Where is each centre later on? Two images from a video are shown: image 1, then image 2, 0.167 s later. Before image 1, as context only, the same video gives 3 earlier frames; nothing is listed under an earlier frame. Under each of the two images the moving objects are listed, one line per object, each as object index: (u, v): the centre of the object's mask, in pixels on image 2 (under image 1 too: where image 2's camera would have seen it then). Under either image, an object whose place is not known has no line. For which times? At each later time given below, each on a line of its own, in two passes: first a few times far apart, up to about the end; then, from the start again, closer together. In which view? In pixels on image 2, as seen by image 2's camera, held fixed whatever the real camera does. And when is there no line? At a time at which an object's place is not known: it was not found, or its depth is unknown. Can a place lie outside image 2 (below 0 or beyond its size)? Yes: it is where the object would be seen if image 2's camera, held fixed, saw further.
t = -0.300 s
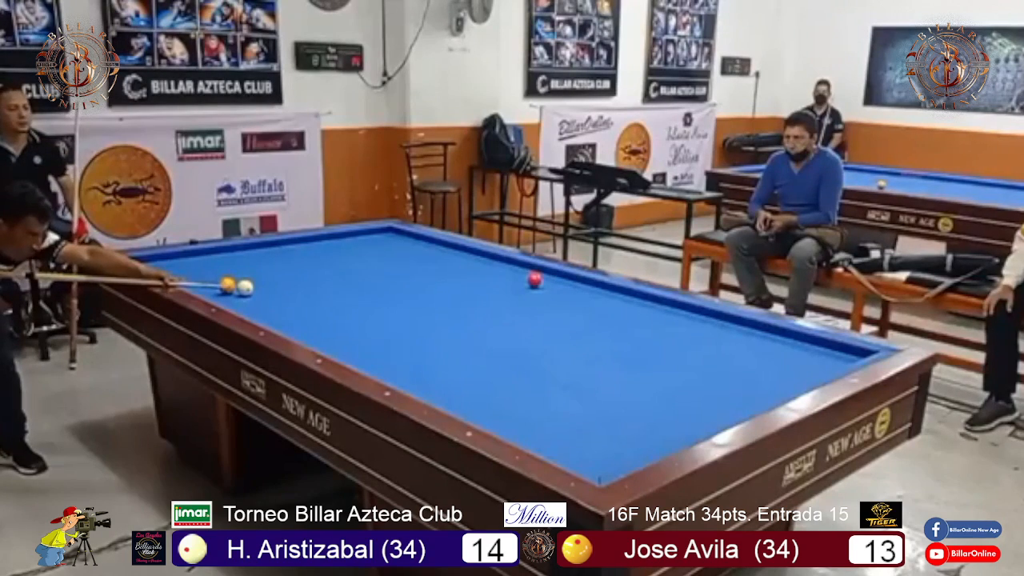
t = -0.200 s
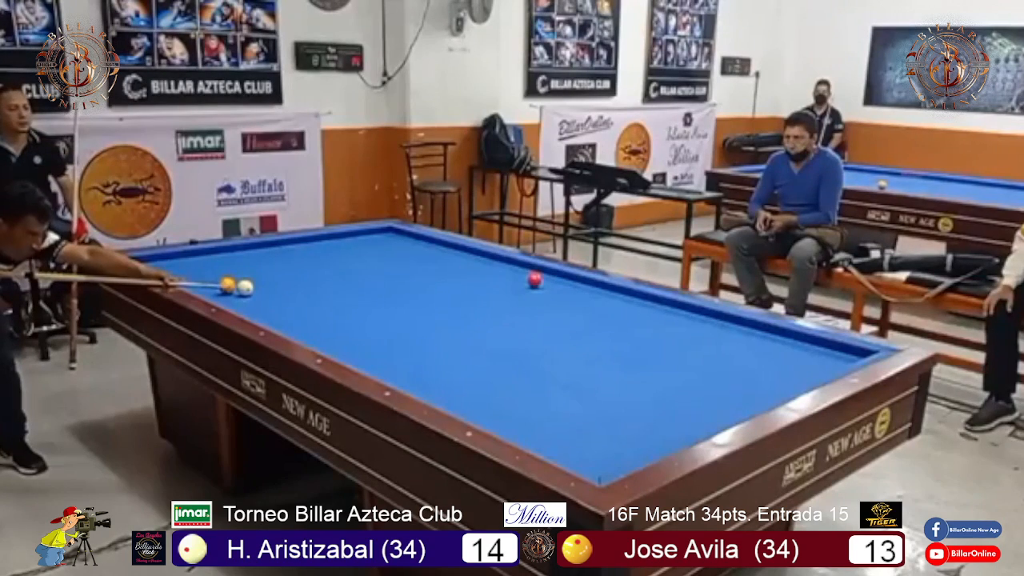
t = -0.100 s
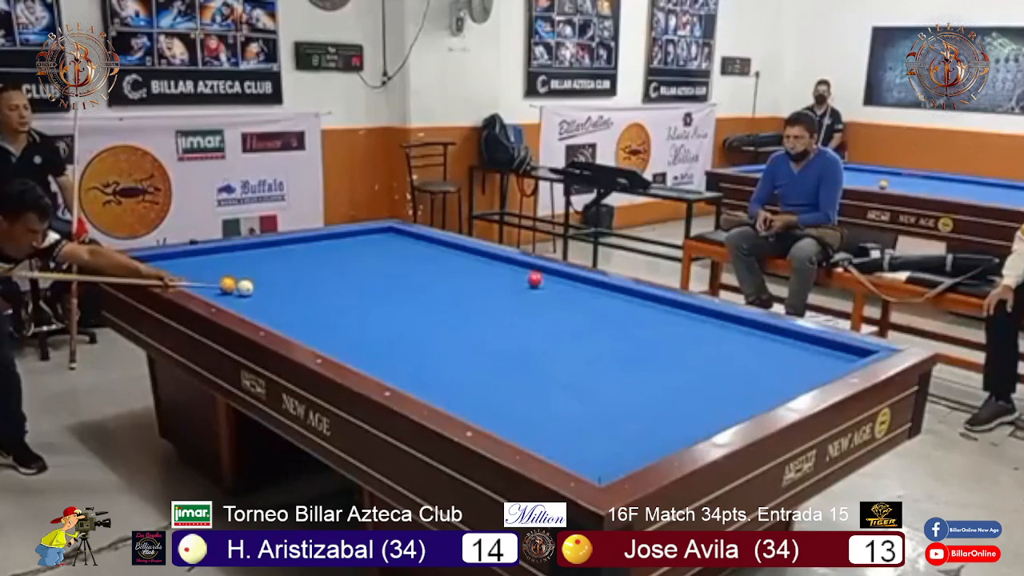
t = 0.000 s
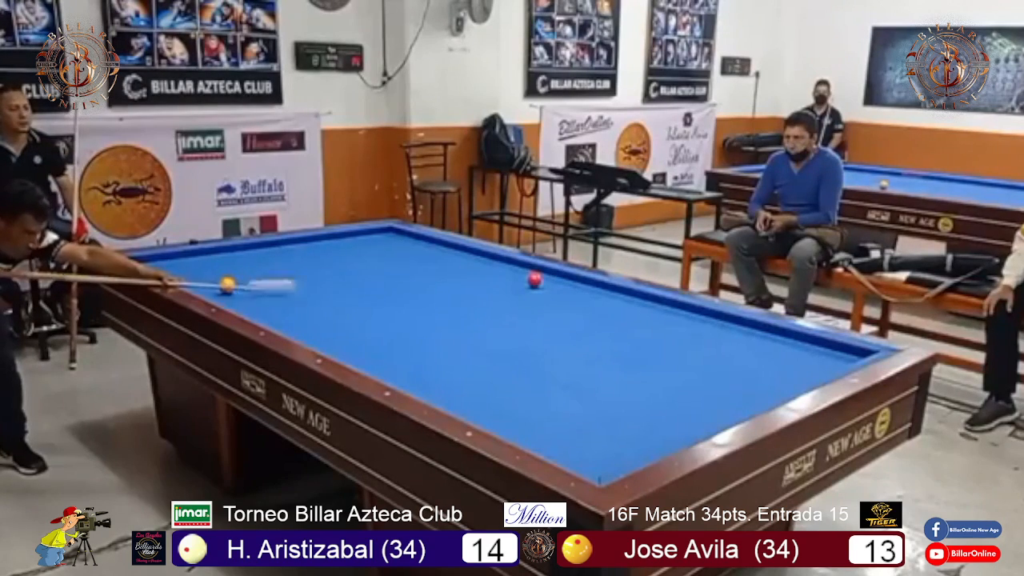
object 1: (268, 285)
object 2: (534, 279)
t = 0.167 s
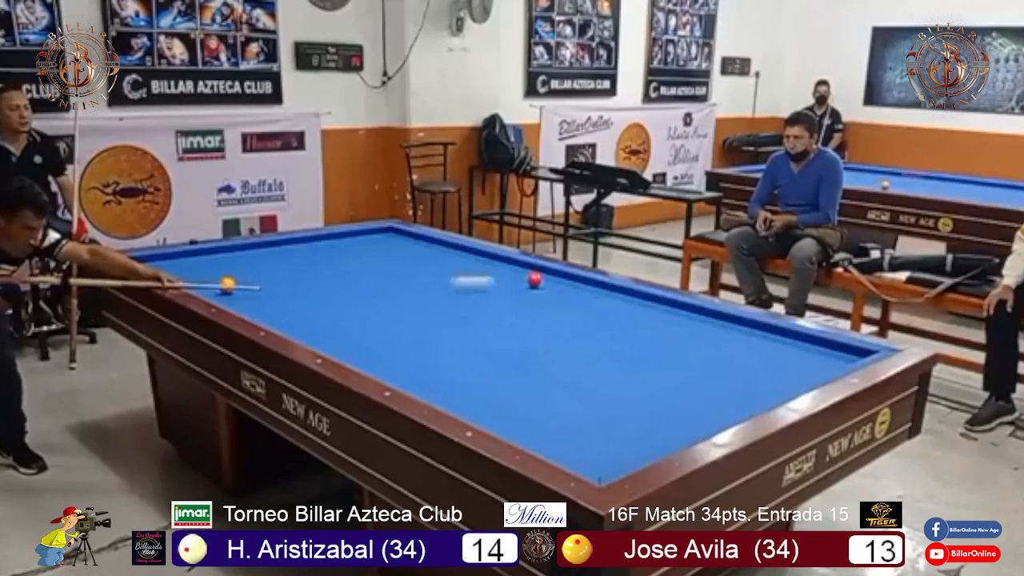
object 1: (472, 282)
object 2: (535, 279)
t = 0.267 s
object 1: (543, 286)
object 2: (564, 274)
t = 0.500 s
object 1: (643, 310)
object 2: (465, 293)
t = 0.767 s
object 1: (785, 339)
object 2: (339, 318)
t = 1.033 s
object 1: (798, 342)
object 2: (350, 315)
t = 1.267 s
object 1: (720, 327)
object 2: (411, 302)
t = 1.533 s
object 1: (652, 315)
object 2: (468, 290)
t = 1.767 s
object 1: (600, 305)
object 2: (510, 282)
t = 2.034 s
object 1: (544, 294)
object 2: (555, 272)
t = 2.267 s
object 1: (500, 286)
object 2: (535, 276)
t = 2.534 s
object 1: (453, 278)
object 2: (510, 280)
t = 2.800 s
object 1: (408, 269)
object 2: (483, 285)
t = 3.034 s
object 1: (373, 262)
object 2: (460, 289)
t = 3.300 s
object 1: (334, 255)
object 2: (432, 295)
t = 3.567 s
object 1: (299, 248)
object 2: (404, 299)
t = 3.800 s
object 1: (270, 243)
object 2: (379, 304)
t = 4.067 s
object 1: (279, 246)
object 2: (350, 309)
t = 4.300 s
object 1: (290, 249)
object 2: (325, 314)
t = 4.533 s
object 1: (302, 252)
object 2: (298, 319)
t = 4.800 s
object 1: (314, 256)
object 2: (281, 320)
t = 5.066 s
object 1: (326, 260)
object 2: (295, 319)
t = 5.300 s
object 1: (337, 263)
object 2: (307, 316)
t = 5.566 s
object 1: (349, 267)
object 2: (319, 314)
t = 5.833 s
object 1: (361, 270)
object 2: (330, 311)
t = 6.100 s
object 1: (373, 274)
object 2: (340, 309)
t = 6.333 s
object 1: (384, 278)
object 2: (347, 307)
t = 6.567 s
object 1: (394, 281)
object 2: (354, 306)
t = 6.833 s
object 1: (405, 284)
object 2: (360, 304)
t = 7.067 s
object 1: (416, 287)
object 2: (364, 303)
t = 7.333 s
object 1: (427, 291)
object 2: (369, 302)
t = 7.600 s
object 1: (438, 294)
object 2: (372, 301)
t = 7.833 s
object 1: (447, 297)
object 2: (374, 301)
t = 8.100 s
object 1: (457, 301)
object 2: (376, 300)
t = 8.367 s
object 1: (467, 304)
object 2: (377, 300)
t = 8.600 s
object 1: (475, 307)
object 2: (377, 300)
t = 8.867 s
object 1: (485, 310)
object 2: (378, 300)
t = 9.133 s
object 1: (492, 312)
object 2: (378, 300)
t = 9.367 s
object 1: (499, 315)
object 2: (378, 300)
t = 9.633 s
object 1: (507, 318)
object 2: (378, 300)
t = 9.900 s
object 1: (515, 320)
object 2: (378, 299)
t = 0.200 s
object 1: (510, 281)
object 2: (535, 279)
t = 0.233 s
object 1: (531, 283)
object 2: (547, 275)
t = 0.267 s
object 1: (543, 286)
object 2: (564, 274)
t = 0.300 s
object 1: (556, 290)
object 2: (556, 274)
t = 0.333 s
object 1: (569, 293)
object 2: (540, 278)
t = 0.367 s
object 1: (584, 297)
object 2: (525, 281)
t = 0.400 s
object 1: (597, 301)
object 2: (509, 284)
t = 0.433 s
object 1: (612, 303)
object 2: (496, 286)
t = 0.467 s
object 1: (627, 307)
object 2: (480, 290)
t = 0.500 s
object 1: (643, 310)
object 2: (465, 293)
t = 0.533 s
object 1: (659, 313)
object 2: (450, 296)
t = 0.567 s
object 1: (675, 316)
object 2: (434, 299)
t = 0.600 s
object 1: (692, 320)
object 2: (419, 303)
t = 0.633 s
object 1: (710, 323)
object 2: (403, 305)
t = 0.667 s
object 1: (728, 327)
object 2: (387, 308)
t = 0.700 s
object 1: (747, 332)
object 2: (372, 312)
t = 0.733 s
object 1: (766, 335)
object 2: (356, 314)
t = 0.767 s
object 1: (785, 339)
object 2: (339, 318)
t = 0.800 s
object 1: (804, 342)
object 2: (322, 321)
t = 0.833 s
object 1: (824, 346)
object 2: (305, 324)
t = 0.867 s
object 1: (844, 350)
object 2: (291, 324)
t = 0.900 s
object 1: (857, 352)
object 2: (300, 325)
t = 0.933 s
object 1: (844, 350)
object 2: (314, 322)
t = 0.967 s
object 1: (827, 348)
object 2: (327, 319)
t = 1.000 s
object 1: (812, 344)
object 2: (339, 317)
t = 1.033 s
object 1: (798, 342)
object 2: (350, 315)
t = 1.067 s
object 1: (785, 339)
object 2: (360, 312)
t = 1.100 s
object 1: (771, 337)
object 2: (369, 310)
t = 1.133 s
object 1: (760, 334)
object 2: (379, 308)
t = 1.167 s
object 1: (748, 333)
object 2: (388, 307)
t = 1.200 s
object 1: (738, 331)
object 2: (395, 305)
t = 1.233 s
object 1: (729, 329)
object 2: (403, 304)
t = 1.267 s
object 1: (720, 327)
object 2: (411, 302)
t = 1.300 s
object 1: (710, 326)
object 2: (419, 300)
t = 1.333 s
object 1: (702, 324)
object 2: (426, 299)
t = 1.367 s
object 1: (693, 322)
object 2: (434, 298)
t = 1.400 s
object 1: (685, 321)
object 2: (440, 296)
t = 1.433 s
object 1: (677, 319)
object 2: (447, 295)
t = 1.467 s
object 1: (668, 317)
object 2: (454, 294)
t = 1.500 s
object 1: (660, 317)
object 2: (461, 292)
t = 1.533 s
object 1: (652, 315)
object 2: (468, 290)
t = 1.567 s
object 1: (645, 313)
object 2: (474, 289)
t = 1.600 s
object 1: (637, 312)
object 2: (480, 288)
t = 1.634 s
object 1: (630, 310)
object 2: (486, 287)
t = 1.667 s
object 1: (622, 309)
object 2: (493, 285)
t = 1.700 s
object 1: (614, 308)
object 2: (498, 284)
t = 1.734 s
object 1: (608, 306)
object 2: (504, 283)
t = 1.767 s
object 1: (600, 305)
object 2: (510, 282)
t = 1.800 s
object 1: (593, 303)
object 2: (516, 281)
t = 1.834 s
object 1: (586, 302)
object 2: (521, 279)
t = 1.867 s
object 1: (579, 301)
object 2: (527, 278)
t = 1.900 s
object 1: (572, 300)
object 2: (532, 277)
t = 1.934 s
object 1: (565, 298)
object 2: (538, 276)
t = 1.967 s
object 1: (558, 297)
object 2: (544, 274)
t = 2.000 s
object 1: (551, 296)
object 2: (550, 273)
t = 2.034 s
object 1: (544, 294)
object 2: (555, 272)
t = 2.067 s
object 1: (538, 293)
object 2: (556, 271)
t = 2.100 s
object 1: (531, 291)
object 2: (553, 272)
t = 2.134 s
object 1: (525, 291)
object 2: (549, 273)
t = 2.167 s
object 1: (519, 289)
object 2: (545, 274)
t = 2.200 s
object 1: (512, 289)
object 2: (542, 274)
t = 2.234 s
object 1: (506, 287)
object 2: (538, 275)
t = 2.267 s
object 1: (500, 286)
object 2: (535, 276)
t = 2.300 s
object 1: (494, 285)
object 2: (532, 276)
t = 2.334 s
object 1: (488, 284)
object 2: (529, 276)
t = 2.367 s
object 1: (482, 283)
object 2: (526, 277)
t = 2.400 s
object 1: (476, 282)
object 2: (522, 277)
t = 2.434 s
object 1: (470, 280)
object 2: (520, 278)
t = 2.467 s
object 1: (464, 279)
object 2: (516, 279)
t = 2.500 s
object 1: (459, 279)
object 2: (513, 279)
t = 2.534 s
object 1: (453, 278)
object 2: (510, 280)
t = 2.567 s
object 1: (447, 276)
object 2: (507, 281)
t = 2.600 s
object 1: (441, 275)
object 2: (503, 281)
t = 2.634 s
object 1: (436, 274)
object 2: (500, 282)
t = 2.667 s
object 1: (430, 273)
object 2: (497, 282)
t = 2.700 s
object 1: (425, 272)
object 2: (493, 283)
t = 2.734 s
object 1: (419, 271)
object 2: (490, 284)
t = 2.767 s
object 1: (413, 270)
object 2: (487, 284)
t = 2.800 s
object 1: (408, 269)
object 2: (483, 285)
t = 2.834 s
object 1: (403, 268)
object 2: (480, 286)
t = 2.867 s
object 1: (398, 267)
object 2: (477, 287)
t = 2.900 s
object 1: (393, 266)
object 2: (474, 287)
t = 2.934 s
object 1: (388, 265)
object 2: (470, 287)
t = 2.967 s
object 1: (383, 264)
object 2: (467, 288)
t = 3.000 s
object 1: (378, 263)
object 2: (464, 289)
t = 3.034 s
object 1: (373, 262)
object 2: (460, 289)
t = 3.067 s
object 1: (368, 261)
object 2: (457, 290)
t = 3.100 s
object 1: (363, 260)
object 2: (453, 291)
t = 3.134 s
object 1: (358, 259)
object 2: (450, 291)
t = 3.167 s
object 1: (354, 258)
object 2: (447, 292)
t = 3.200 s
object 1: (349, 257)
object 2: (443, 292)
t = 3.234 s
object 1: (344, 257)
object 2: (439, 293)
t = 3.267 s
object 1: (339, 256)
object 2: (436, 294)
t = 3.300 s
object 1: (334, 255)
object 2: (432, 295)
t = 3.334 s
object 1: (330, 254)
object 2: (429, 295)
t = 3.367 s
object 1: (325, 253)
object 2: (425, 296)
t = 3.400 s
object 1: (321, 252)
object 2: (422, 296)
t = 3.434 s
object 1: (316, 251)
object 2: (419, 297)
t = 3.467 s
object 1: (312, 251)
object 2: (415, 298)
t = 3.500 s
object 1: (308, 250)
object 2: (411, 298)
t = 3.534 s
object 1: (304, 249)
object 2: (408, 299)
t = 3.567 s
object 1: (299, 248)
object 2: (404, 299)
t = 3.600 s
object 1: (295, 247)
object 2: (401, 300)
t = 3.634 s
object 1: (290, 247)
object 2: (397, 301)
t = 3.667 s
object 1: (286, 246)
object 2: (394, 302)
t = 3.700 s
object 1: (282, 245)
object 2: (390, 302)
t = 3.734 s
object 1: (278, 244)
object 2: (387, 303)
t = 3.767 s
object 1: (274, 244)
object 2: (383, 304)
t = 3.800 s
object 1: (270, 243)
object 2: (379, 304)
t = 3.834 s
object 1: (267, 242)
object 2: (375, 305)
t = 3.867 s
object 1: (268, 242)
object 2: (372, 306)
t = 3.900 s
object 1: (271, 243)
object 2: (368, 306)
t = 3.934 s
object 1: (273, 244)
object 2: (365, 307)
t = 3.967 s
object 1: (275, 244)
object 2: (361, 307)
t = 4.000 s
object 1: (276, 245)
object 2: (358, 308)
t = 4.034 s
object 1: (278, 245)
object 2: (354, 309)
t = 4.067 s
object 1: (279, 246)
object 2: (350, 309)
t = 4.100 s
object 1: (281, 246)
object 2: (346, 310)
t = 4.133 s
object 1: (283, 247)
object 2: (343, 311)
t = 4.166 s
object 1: (284, 247)
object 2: (339, 311)
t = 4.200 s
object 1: (286, 248)
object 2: (335, 312)
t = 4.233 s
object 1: (287, 248)
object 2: (332, 313)
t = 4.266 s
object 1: (289, 249)
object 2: (328, 313)
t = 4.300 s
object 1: (290, 249)
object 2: (325, 314)
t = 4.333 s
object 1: (292, 250)
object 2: (321, 315)
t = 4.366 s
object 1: (294, 250)
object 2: (317, 315)
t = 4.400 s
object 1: (295, 250)
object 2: (313, 316)
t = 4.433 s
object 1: (297, 251)
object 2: (309, 317)
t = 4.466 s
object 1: (299, 251)
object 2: (305, 317)
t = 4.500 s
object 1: (300, 252)
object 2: (302, 318)
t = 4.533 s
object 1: (302, 252)
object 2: (298, 319)
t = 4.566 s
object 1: (303, 252)
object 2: (294, 320)
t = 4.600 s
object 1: (304, 253)
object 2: (291, 320)
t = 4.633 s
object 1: (306, 253)
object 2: (287, 320)
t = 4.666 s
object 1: (307, 254)
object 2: (284, 320)
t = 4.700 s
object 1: (309, 255)
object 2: (280, 320)
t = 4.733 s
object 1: (311, 255)
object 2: (278, 320)
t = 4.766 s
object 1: (312, 256)
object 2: (279, 320)
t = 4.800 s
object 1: (314, 256)
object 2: (281, 320)
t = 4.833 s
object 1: (316, 256)
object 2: (283, 320)
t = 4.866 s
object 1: (317, 257)
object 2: (285, 320)
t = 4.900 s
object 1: (319, 258)
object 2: (287, 320)
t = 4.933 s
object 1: (320, 258)
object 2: (289, 320)
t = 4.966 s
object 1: (322, 258)
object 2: (290, 320)
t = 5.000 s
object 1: (323, 259)
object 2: (292, 319)
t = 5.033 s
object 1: (324, 259)
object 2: (294, 319)
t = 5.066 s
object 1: (326, 260)
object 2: (295, 319)
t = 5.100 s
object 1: (327, 260)
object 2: (297, 319)
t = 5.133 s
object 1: (329, 261)
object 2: (299, 318)
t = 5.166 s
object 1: (331, 261)
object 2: (301, 318)
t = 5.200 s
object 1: (332, 262)
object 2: (302, 318)
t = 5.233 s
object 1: (334, 262)
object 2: (304, 317)
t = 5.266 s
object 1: (335, 263)
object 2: (306, 317)
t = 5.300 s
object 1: (337, 263)
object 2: (307, 316)
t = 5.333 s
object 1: (338, 264)
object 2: (309, 316)
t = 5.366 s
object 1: (340, 264)
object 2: (310, 316)
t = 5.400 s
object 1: (341, 265)
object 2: (312, 315)
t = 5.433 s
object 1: (343, 265)
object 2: (314, 315)
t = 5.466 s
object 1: (345, 266)
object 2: (315, 315)
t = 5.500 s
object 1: (346, 266)
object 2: (316, 314)
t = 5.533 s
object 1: (348, 267)
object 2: (318, 314)
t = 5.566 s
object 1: (349, 267)
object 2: (319, 314)
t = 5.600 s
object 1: (351, 268)
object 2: (321, 313)
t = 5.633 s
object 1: (352, 268)
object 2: (322, 313)
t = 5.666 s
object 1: (353, 268)
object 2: (323, 312)
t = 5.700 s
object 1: (355, 269)
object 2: (325, 312)
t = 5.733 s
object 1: (357, 269)
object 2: (326, 312)
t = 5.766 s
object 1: (358, 270)
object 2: (328, 311)
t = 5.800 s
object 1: (359, 270)
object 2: (329, 311)
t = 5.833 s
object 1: (361, 270)
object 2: (330, 311)
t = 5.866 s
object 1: (363, 271)
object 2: (331, 311)
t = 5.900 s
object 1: (364, 272)
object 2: (333, 310)
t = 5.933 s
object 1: (366, 272)
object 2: (334, 310)
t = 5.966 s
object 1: (367, 273)
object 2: (335, 310)
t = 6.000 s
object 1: (368, 273)
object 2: (336, 310)
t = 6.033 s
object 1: (370, 273)
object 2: (337, 309)
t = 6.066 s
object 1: (372, 274)
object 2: (339, 309)
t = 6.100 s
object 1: (373, 274)
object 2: (340, 309)
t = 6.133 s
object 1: (375, 275)
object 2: (341, 309)
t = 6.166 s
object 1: (376, 275)
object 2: (342, 308)
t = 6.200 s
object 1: (377, 276)
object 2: (343, 308)
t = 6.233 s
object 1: (379, 276)
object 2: (344, 308)
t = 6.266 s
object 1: (380, 277)
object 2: (345, 308)
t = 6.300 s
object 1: (382, 277)
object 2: (346, 307)
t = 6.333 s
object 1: (384, 278)
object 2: (347, 307)
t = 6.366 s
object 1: (385, 278)
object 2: (348, 307)
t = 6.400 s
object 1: (386, 279)
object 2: (349, 307)
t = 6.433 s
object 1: (388, 279)
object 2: (350, 307)
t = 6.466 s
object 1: (389, 279)
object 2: (351, 306)
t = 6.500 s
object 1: (391, 280)
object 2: (352, 306)
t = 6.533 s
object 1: (392, 280)
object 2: (353, 306)
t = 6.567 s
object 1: (394, 281)
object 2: (354, 306)
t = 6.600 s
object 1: (395, 281)
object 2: (354, 306)
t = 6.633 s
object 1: (397, 282)
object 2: (355, 305)
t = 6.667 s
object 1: (398, 282)
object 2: (356, 305)
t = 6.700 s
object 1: (399, 282)
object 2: (357, 305)
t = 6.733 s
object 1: (401, 283)
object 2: (358, 305)
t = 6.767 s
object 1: (403, 284)
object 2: (358, 305)
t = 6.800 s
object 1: (404, 284)
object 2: (359, 305)
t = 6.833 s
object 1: (405, 284)
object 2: (360, 304)
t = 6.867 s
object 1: (407, 285)
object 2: (361, 304)
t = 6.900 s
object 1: (408, 285)
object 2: (361, 304)
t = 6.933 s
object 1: (410, 286)
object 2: (362, 304)
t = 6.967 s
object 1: (411, 286)
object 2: (362, 304)
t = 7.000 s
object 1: (413, 286)
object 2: (363, 303)
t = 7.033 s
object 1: (414, 286)
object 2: (364, 303)
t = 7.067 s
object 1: (416, 287)
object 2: (364, 303)
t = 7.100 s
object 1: (417, 287)
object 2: (365, 303)
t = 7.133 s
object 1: (419, 288)
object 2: (365, 303)
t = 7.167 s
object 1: (420, 289)
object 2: (366, 303)
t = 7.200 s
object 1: (421, 289)
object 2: (366, 302)
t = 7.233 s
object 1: (423, 289)
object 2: (367, 302)
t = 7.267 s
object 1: (424, 290)
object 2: (367, 302)
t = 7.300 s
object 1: (425, 290)
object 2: (368, 302)
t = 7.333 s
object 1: (427, 291)
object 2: (369, 302)
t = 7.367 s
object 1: (428, 291)
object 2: (369, 302)
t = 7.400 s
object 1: (430, 292)
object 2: (369, 302)
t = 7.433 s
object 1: (431, 292)
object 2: (370, 302)
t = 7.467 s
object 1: (432, 293)
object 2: (370, 302)
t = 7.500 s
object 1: (433, 293)
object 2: (371, 302)
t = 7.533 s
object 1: (435, 293)
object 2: (371, 302)
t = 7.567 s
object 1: (436, 294)
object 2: (371, 301)
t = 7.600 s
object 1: (438, 294)
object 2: (372, 301)
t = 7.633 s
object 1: (439, 295)
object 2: (372, 301)
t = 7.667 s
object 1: (440, 295)
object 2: (373, 301)
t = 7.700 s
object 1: (442, 295)
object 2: (373, 301)
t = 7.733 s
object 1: (443, 296)
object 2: (373, 301)
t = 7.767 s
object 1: (444, 296)
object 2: (373, 301)
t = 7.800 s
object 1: (446, 297)
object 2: (374, 301)
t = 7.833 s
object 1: (447, 297)
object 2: (374, 301)
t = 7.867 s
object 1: (448, 298)
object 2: (374, 301)
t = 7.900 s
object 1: (450, 298)
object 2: (375, 301)
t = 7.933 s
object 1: (451, 299)
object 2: (375, 301)
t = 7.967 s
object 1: (452, 299)
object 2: (375, 301)
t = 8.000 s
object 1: (453, 300)
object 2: (375, 301)
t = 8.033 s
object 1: (454, 300)
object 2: (375, 301)
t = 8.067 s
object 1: (455, 301)
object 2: (376, 300)
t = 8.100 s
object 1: (457, 301)
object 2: (376, 300)
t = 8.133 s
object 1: (458, 301)
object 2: (376, 300)
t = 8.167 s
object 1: (459, 302)
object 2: (376, 300)
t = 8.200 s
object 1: (461, 302)
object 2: (376, 300)
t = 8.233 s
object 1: (462, 302)
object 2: (377, 300)
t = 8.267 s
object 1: (463, 303)
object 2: (377, 300)
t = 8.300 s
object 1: (464, 303)
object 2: (377, 300)
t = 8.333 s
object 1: (466, 303)
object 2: (377, 300)
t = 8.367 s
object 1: (467, 304)
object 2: (377, 300)
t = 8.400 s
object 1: (468, 304)
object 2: (377, 300)
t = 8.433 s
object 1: (469, 305)
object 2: (377, 300)
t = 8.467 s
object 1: (471, 305)
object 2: (377, 300)
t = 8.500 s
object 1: (472, 306)
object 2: (377, 300)
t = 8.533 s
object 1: (473, 306)
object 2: (377, 300)
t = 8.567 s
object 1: (474, 306)
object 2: (377, 300)
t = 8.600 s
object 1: (475, 307)
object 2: (377, 300)
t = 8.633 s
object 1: (476, 307)
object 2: (377, 300)
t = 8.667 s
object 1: (478, 307)
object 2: (378, 300)
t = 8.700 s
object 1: (479, 308)
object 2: (378, 300)
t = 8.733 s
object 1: (480, 308)
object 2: (378, 300)
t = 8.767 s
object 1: (481, 309)
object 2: (378, 300)
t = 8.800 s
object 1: (482, 309)
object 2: (378, 300)
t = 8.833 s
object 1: (483, 309)
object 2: (378, 300)
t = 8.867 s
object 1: (485, 310)
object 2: (378, 300)
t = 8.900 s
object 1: (485, 310)
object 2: (378, 300)
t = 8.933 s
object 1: (487, 311)
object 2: (378, 300)
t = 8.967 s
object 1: (488, 311)
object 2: (378, 300)
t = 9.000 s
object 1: (489, 311)
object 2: (378, 300)
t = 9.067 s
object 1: (490, 312)
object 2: (378, 300)
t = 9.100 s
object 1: (491, 312)
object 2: (378, 300)
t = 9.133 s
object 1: (492, 312)
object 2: (378, 300)
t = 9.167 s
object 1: (493, 313)
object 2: (378, 300)
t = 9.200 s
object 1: (494, 313)
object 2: (378, 300)
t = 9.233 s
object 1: (495, 313)
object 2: (378, 300)
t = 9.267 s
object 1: (496, 314)
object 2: (378, 300)
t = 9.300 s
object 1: (497, 314)
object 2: (378, 300)
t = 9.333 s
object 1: (498, 315)
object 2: (378, 300)
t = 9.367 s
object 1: (499, 315)
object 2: (378, 300)
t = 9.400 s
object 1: (500, 315)
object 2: (378, 300)
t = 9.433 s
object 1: (501, 316)
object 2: (378, 300)
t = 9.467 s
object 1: (502, 316)
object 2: (378, 300)
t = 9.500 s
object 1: (504, 316)
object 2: (378, 300)
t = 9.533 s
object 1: (504, 317)
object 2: (378, 300)
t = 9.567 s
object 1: (505, 317)
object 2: (378, 300)
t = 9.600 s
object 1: (506, 317)
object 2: (378, 300)
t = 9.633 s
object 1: (507, 318)
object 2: (378, 300)
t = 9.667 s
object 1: (508, 318)
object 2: (378, 300)
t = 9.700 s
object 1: (509, 318)
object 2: (378, 300)
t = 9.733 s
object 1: (510, 318)
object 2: (378, 300)
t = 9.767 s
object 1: (511, 318)
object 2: (378, 300)
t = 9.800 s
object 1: (512, 319)
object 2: (378, 300)
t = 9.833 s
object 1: (513, 319)
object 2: (378, 300)
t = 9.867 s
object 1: (514, 320)
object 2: (378, 300)
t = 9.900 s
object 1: (515, 320)
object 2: (378, 299)
